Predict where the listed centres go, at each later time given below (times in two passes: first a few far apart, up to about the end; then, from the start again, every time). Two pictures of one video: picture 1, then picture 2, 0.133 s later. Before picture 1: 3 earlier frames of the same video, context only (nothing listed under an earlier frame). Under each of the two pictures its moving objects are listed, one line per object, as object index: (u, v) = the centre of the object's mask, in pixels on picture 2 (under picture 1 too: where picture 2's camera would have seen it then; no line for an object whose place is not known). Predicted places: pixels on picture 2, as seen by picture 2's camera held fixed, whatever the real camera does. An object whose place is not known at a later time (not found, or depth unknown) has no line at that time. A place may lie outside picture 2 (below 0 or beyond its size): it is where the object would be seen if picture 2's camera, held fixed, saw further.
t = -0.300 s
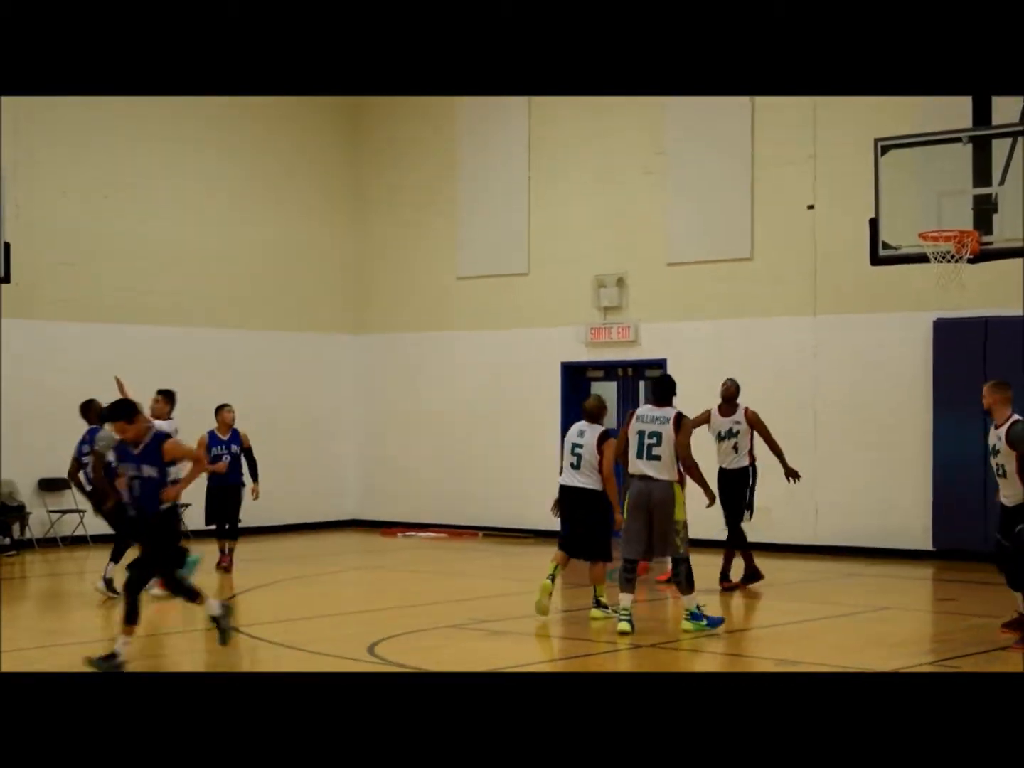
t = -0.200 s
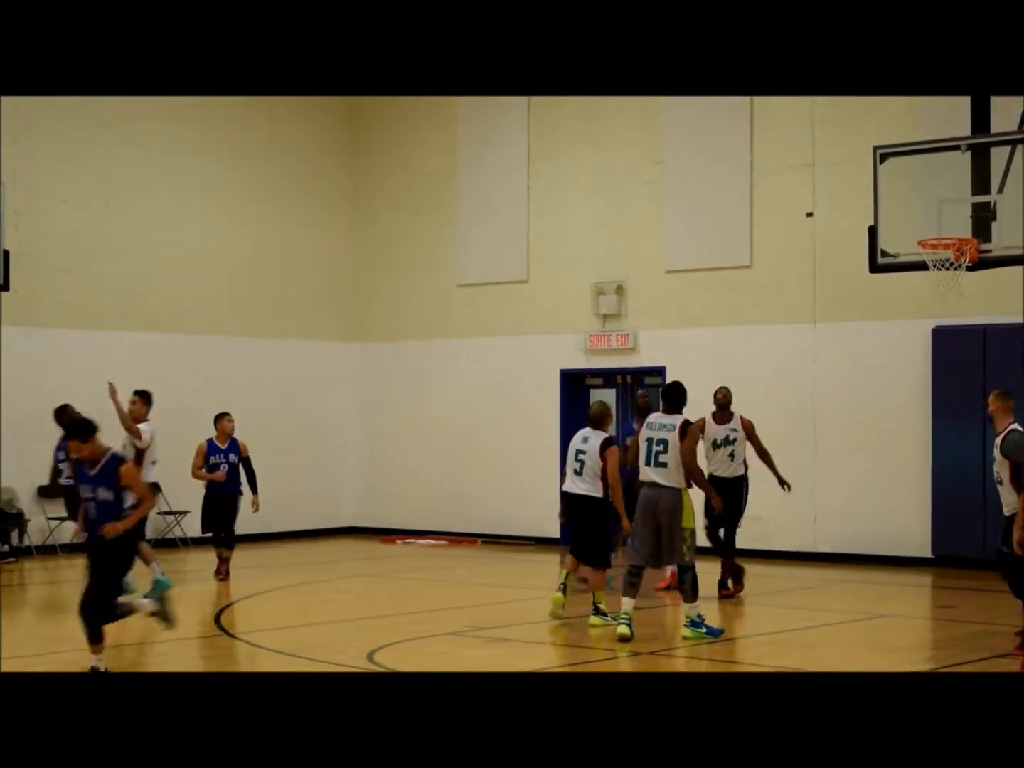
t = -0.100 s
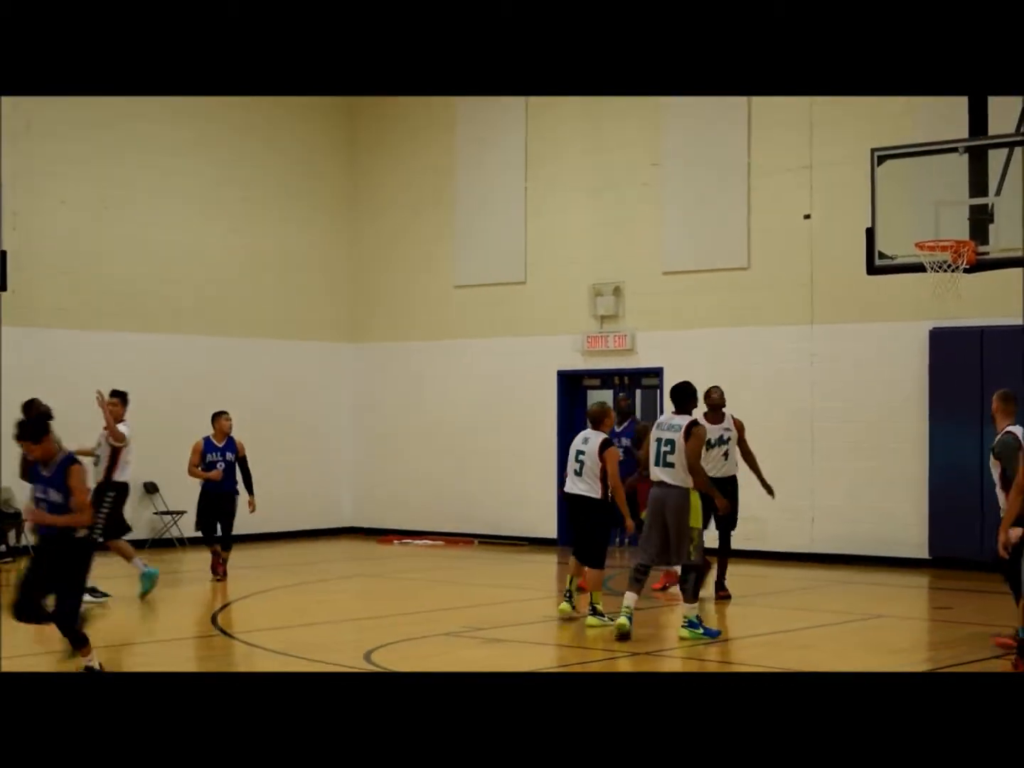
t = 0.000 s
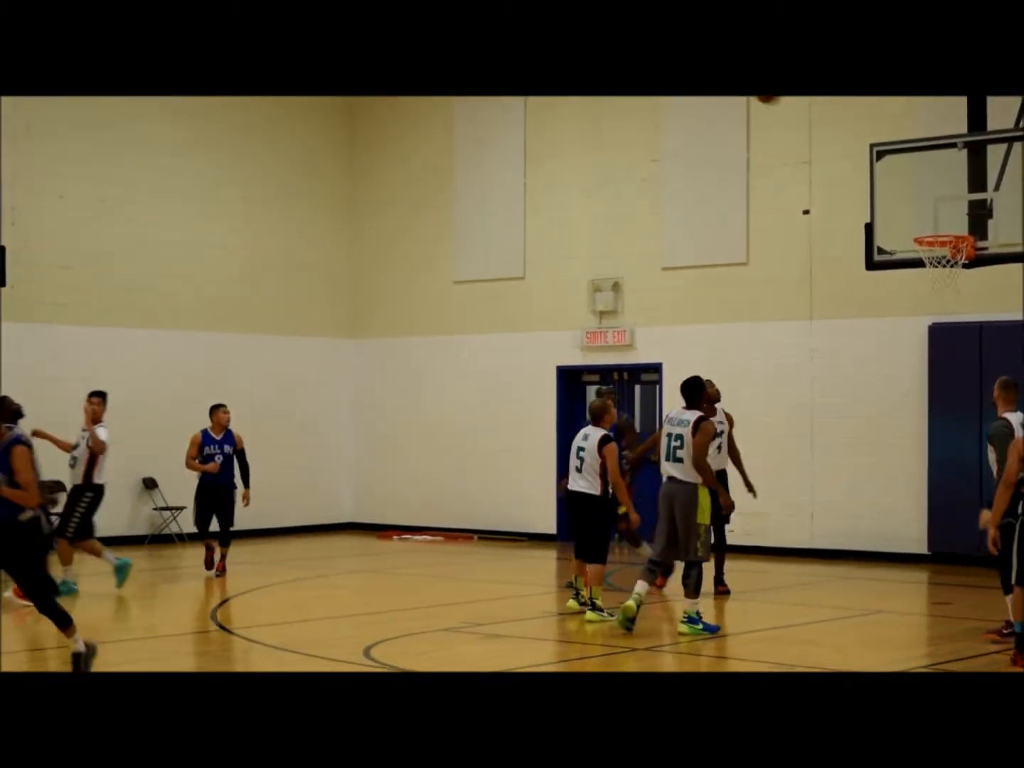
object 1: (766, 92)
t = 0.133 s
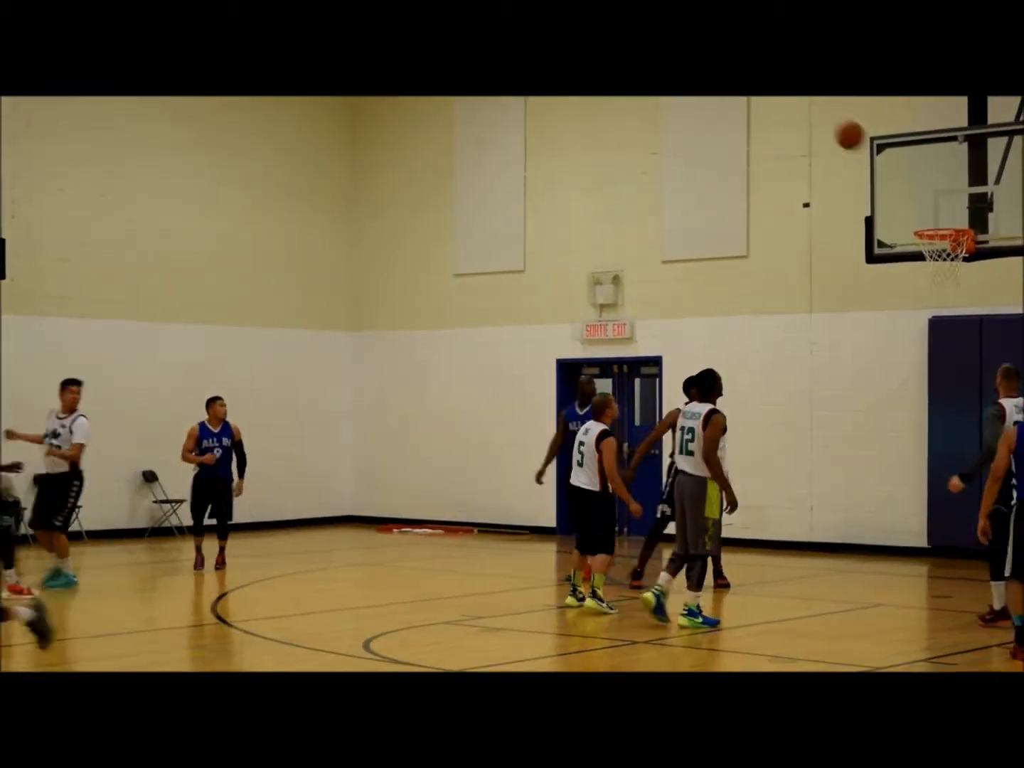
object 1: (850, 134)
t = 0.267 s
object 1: (931, 208)
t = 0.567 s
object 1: (940, 345)
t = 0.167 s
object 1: (870, 152)
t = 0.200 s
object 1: (890, 168)
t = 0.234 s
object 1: (911, 188)
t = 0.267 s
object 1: (931, 208)
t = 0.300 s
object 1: (950, 227)
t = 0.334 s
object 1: (956, 250)
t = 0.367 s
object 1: (959, 259)
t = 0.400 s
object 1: (953, 276)
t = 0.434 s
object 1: (951, 286)
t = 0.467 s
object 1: (949, 299)
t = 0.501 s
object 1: (946, 312)
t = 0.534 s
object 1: (942, 329)
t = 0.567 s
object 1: (940, 345)
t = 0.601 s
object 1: (937, 364)
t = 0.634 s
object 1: (935, 382)
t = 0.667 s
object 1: (931, 402)
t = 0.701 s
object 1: (928, 423)
